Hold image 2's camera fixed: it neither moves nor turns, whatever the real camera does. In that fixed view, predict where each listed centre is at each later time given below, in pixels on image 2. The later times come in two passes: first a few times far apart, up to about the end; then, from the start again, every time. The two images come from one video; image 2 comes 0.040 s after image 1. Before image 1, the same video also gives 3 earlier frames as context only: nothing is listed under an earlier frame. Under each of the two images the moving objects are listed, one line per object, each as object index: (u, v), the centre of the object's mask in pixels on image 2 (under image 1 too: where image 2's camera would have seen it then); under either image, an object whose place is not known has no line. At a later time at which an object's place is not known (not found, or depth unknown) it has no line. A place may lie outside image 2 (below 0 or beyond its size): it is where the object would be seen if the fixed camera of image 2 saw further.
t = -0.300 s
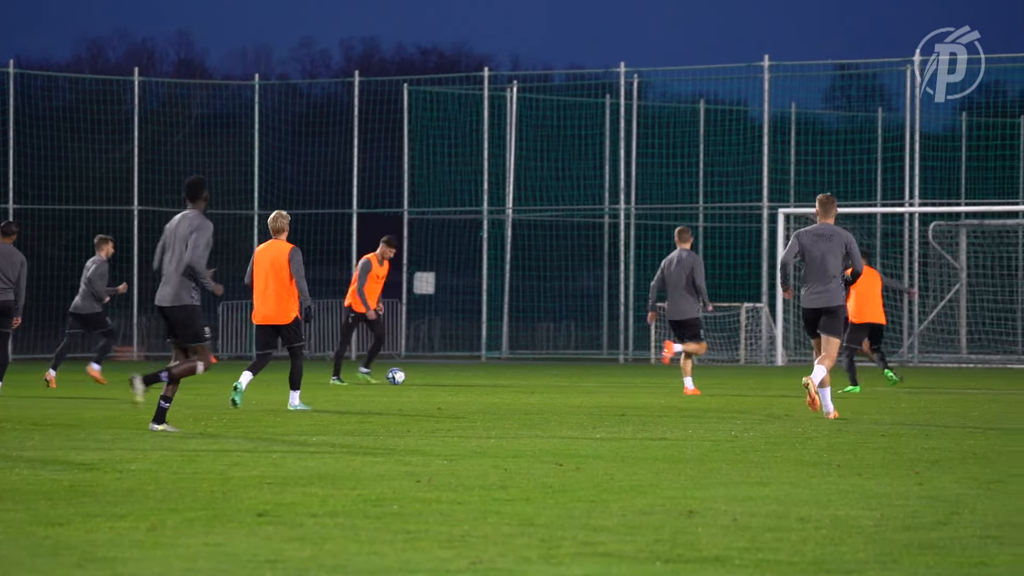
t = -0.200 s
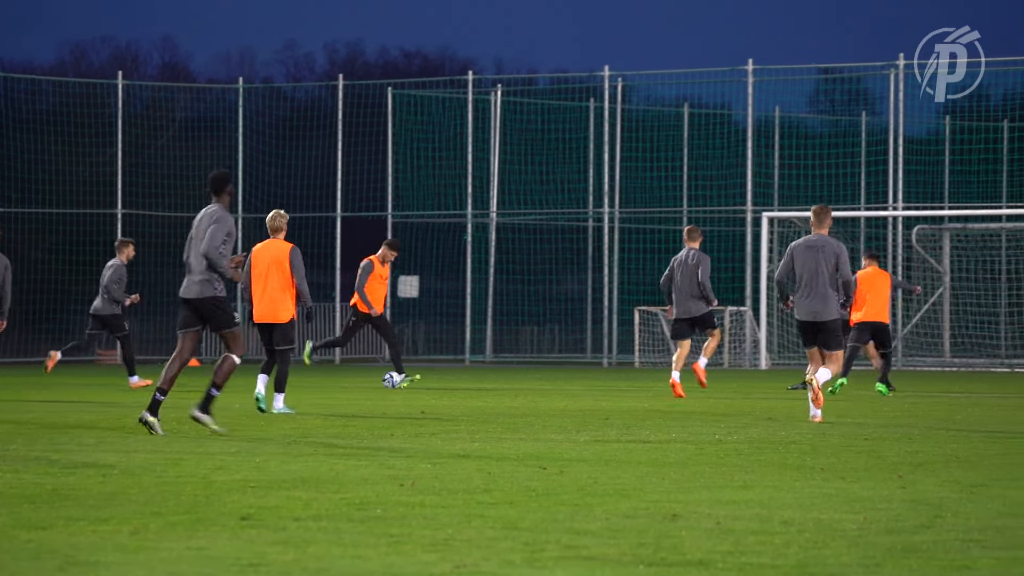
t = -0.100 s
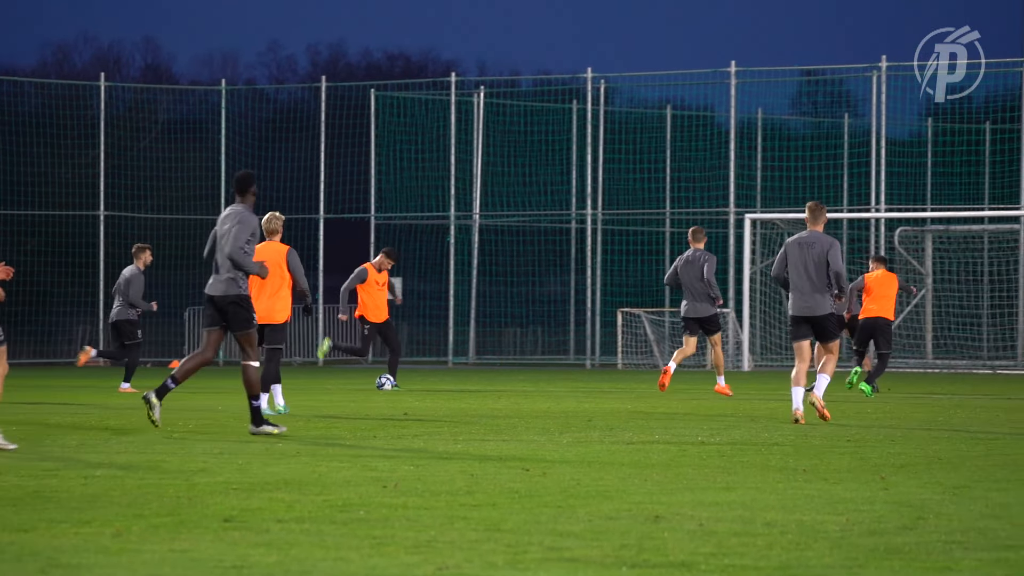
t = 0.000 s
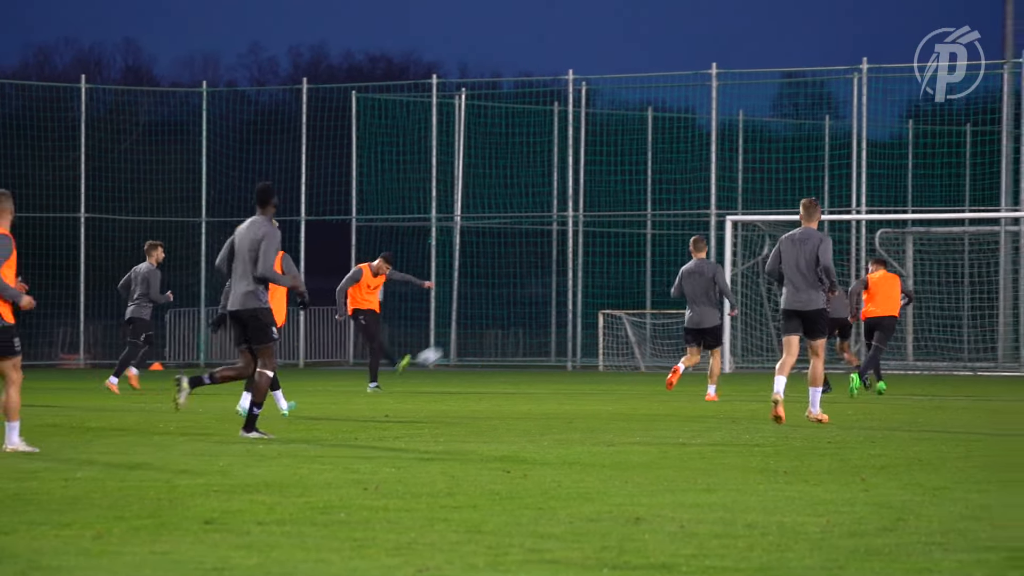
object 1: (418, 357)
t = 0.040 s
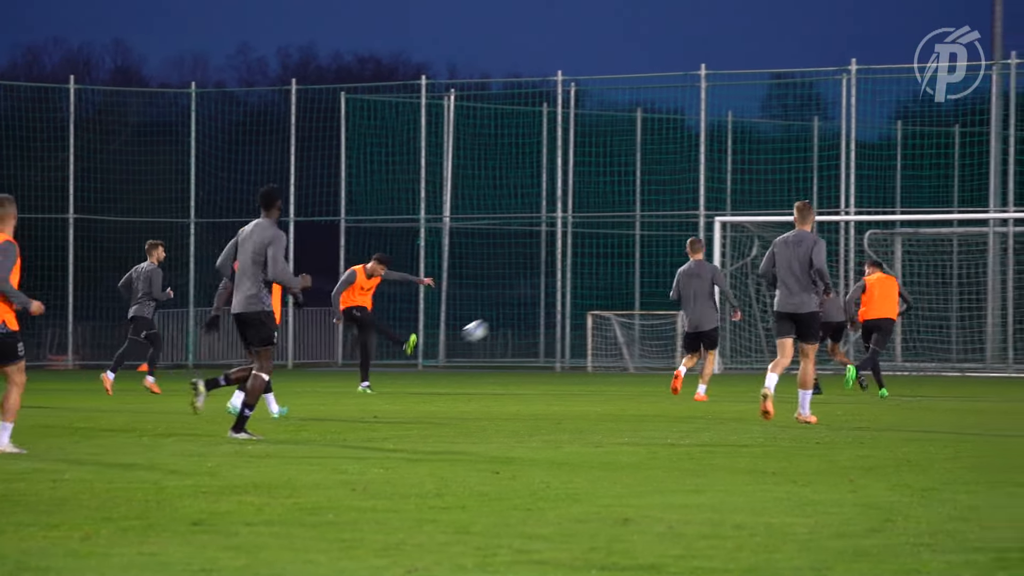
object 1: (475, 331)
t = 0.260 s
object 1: (782, 197)
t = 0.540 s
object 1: (1193, 48)
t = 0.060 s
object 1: (503, 318)
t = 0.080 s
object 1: (531, 305)
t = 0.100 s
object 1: (559, 292)
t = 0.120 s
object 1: (588, 280)
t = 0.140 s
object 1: (615, 268)
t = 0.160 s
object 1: (643, 256)
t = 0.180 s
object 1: (670, 244)
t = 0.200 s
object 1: (698, 231)
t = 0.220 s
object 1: (726, 221)
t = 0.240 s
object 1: (754, 208)
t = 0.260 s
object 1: (782, 197)
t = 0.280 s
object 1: (808, 186)
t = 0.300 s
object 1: (835, 175)
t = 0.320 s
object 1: (864, 164)
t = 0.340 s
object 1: (893, 153)
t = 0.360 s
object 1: (922, 143)
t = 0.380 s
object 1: (951, 132)
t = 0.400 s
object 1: (980, 121)
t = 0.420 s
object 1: (1011, 111)
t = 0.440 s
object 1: (1041, 100)
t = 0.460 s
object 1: (1071, 90)
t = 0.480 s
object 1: (1101, 79)
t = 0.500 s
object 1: (1132, 69)
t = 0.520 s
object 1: (1162, 59)
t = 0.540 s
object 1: (1193, 48)
